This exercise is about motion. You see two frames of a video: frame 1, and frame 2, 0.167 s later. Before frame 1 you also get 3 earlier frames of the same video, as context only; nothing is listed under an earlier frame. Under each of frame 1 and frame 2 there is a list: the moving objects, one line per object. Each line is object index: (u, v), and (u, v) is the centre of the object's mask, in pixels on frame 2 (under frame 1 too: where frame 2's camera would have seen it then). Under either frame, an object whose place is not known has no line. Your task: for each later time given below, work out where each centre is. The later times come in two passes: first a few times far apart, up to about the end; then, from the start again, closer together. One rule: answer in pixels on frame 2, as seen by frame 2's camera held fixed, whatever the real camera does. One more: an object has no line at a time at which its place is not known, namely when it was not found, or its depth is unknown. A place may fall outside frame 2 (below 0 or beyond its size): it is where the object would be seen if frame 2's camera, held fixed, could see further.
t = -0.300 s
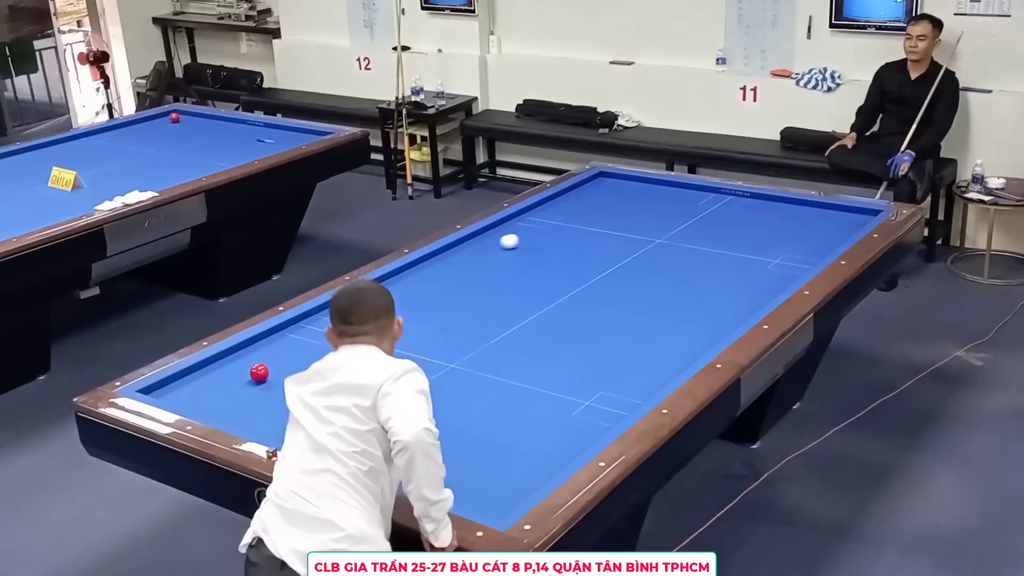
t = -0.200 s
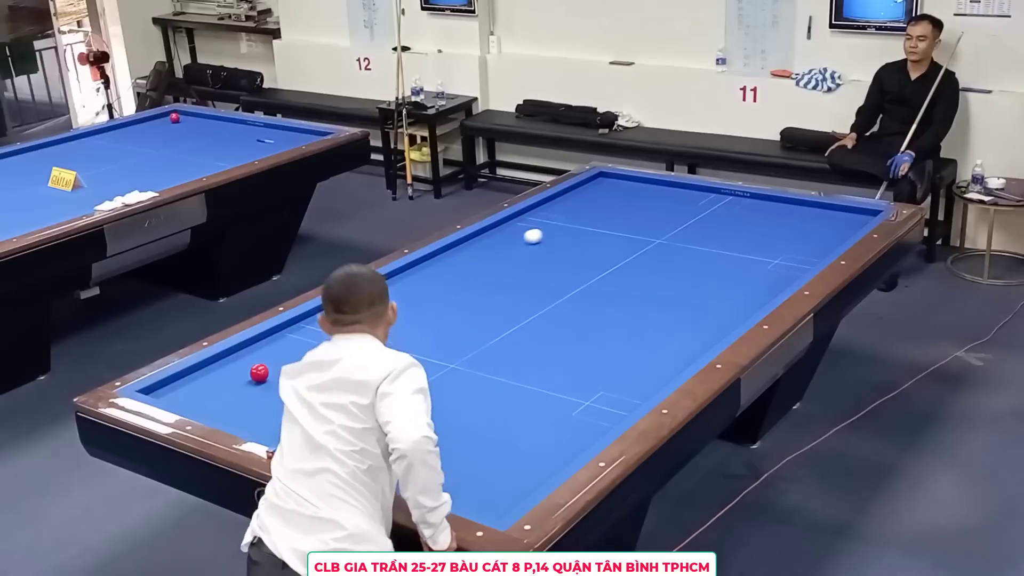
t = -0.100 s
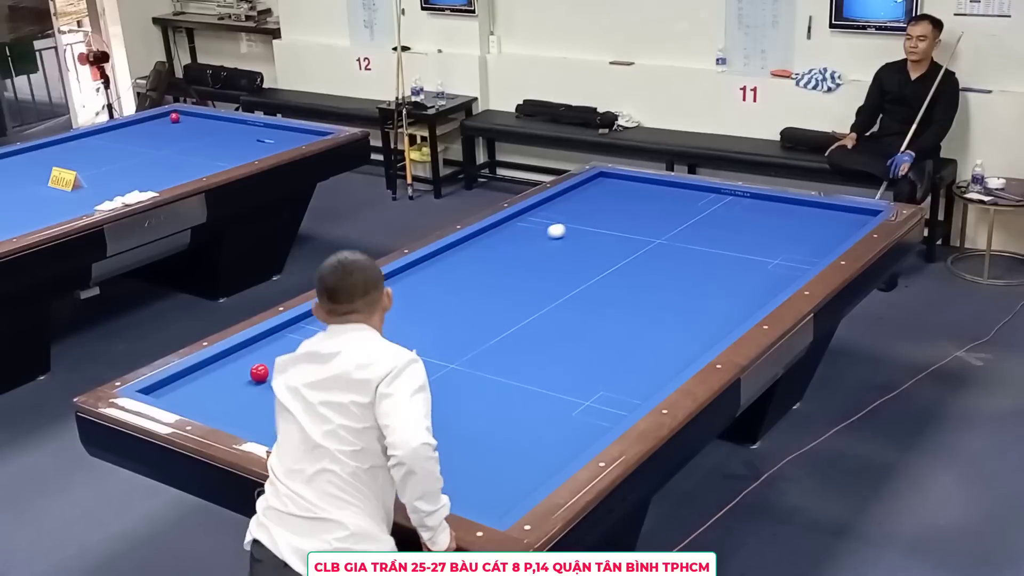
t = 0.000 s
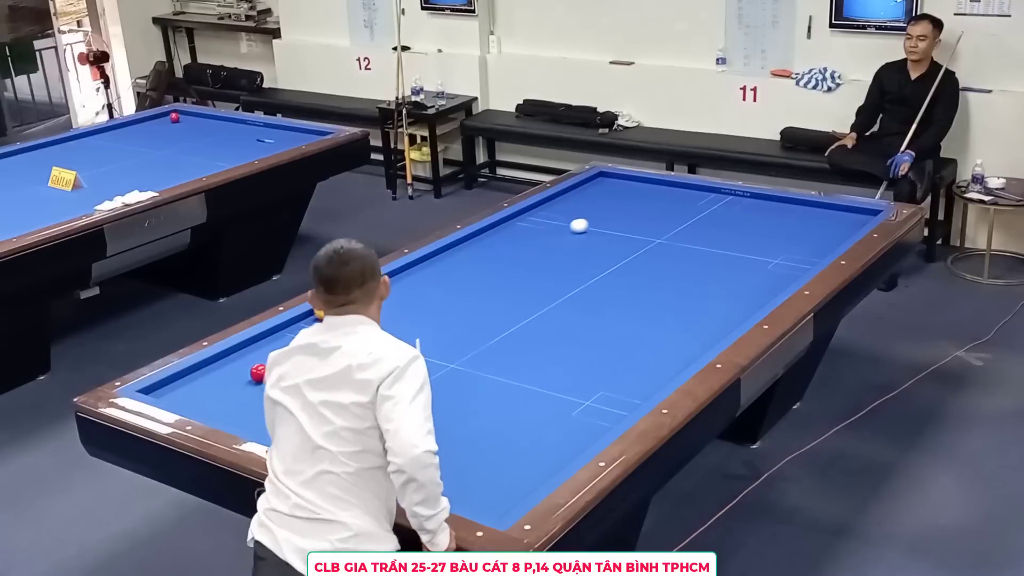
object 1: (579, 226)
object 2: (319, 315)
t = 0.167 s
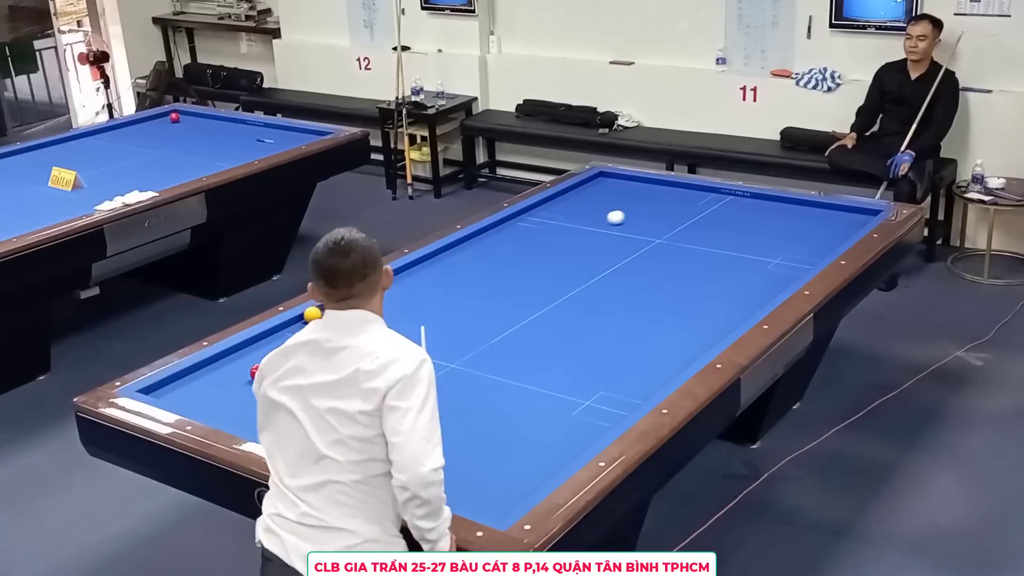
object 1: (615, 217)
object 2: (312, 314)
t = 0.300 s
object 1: (644, 211)
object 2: (308, 319)
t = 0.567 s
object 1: (698, 199)
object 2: (300, 329)
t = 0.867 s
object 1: (737, 199)
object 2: (291, 339)
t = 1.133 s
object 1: (751, 214)
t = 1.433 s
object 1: (770, 230)
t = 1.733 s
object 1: (789, 248)
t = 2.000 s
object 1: (806, 264)
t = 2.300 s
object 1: (768, 273)
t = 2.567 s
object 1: (734, 280)
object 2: (269, 369)
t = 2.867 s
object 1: (696, 287)
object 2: (270, 370)
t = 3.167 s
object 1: (657, 295)
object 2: (269, 370)
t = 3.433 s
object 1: (623, 302)
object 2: (269, 370)
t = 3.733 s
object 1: (585, 309)
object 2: (269, 370)
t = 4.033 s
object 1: (547, 317)
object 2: (269, 370)
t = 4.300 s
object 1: (514, 323)
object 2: (269, 370)
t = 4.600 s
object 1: (476, 330)
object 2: (269, 370)
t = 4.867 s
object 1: (443, 337)
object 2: (269, 370)
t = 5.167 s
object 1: (406, 344)
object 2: (269, 370)
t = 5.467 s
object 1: (369, 351)
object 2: (269, 370)
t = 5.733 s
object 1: (336, 358)
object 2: (269, 370)
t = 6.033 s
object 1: (300, 365)
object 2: (269, 370)
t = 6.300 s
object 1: (284, 368)
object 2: (255, 372)
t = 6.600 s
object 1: (278, 370)
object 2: (234, 376)
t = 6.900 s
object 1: (272, 371)
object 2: (213, 380)
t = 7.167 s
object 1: (268, 372)
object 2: (196, 383)
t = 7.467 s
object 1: (265, 373)
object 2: (177, 386)
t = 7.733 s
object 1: (264, 373)
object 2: (162, 389)
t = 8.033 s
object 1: (264, 373)
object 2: (151, 390)
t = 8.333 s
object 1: (264, 373)
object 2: (158, 390)
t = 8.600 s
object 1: (264, 373)
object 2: (164, 390)
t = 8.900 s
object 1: (264, 374)
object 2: (169, 389)
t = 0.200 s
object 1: (623, 216)
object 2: (311, 315)
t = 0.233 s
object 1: (630, 214)
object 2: (310, 317)
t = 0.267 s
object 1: (637, 213)
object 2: (309, 318)
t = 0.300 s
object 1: (644, 211)
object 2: (308, 319)
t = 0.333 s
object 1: (651, 210)
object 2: (307, 321)
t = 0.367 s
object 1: (658, 208)
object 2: (306, 322)
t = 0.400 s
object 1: (664, 207)
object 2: (305, 323)
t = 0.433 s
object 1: (671, 205)
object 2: (304, 324)
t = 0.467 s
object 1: (678, 204)
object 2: (303, 325)
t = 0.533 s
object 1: (691, 201)
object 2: (301, 328)
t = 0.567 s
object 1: (698, 199)
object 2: (300, 329)
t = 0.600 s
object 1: (705, 197)
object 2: (299, 329)
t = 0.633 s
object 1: (711, 196)
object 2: (298, 331)
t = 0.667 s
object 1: (718, 195)
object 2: (297, 332)
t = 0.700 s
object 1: (724, 193)
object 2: (296, 333)
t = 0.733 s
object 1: (730, 192)
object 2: (295, 334)
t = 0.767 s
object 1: (732, 193)
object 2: (294, 335)
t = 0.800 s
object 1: (733, 196)
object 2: (293, 336)
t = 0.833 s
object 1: (735, 198)
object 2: (292, 338)
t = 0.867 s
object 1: (737, 199)
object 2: (291, 339)
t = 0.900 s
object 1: (738, 201)
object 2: (290, 340)
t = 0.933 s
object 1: (740, 203)
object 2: (289, 341)
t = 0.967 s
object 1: (742, 205)
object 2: (288, 342)
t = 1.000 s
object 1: (744, 207)
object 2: (287, 342)
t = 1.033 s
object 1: (746, 208)
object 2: (284, 344)
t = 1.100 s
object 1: (749, 212)
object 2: (278, 345)
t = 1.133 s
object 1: (751, 214)
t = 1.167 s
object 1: (753, 215)
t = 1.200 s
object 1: (755, 217)
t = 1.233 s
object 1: (757, 219)
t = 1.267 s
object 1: (759, 221)
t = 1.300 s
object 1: (761, 223)
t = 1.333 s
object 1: (763, 225)
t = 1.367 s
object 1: (765, 227)
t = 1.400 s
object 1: (767, 229)
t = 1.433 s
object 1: (770, 230)
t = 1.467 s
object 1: (772, 232)
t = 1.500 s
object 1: (774, 234)
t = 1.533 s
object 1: (776, 236)
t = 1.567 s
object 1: (778, 238)
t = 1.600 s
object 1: (780, 240)
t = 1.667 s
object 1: (785, 244)
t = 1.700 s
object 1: (787, 246)
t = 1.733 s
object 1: (789, 248)
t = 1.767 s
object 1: (791, 251)
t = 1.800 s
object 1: (793, 253)
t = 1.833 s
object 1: (796, 255)
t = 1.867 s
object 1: (798, 257)
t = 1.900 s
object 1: (800, 259)
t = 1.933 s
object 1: (803, 261)
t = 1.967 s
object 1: (805, 263)
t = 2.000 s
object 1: (806, 264)
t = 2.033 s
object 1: (803, 266)
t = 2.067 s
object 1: (799, 267)
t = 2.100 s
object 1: (794, 268)
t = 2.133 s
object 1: (790, 269)
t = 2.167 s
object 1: (786, 270)
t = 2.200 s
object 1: (781, 271)
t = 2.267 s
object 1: (773, 272)
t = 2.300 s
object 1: (768, 273)
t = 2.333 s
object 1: (764, 274)
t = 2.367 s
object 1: (760, 275)
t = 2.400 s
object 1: (756, 276)
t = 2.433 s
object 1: (751, 277)
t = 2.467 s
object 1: (747, 278)
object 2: (273, 366)
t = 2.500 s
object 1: (743, 279)
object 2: (271, 368)
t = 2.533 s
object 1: (738, 279)
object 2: (269, 369)
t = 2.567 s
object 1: (734, 280)
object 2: (269, 369)
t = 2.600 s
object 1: (730, 281)
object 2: (269, 369)
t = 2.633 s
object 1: (725, 282)
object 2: (269, 369)
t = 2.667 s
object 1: (721, 283)
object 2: (269, 369)
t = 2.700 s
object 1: (717, 283)
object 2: (270, 369)
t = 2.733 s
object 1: (713, 284)
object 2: (270, 369)
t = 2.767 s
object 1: (708, 285)
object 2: (270, 370)
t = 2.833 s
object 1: (700, 287)
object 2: (270, 370)
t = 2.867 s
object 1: (696, 287)
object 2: (270, 370)
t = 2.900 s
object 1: (691, 288)
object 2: (270, 370)
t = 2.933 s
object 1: (687, 289)
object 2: (270, 370)
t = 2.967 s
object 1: (683, 290)
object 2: (269, 370)
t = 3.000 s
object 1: (678, 291)
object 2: (269, 370)
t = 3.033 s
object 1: (674, 292)
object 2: (269, 370)
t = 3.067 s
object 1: (670, 293)
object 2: (269, 370)
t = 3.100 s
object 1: (666, 294)
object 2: (269, 370)
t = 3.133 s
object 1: (661, 294)
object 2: (269, 370)
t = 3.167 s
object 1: (657, 295)
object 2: (269, 370)
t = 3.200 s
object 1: (653, 296)
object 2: (269, 370)
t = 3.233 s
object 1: (649, 297)
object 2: (269, 370)
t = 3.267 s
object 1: (644, 298)
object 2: (269, 370)
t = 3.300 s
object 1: (640, 298)
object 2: (269, 370)
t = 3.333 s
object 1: (636, 299)
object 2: (269, 370)
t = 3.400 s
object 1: (627, 301)
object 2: (269, 370)
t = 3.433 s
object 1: (623, 302)
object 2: (269, 370)
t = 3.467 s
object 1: (619, 303)
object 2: (269, 370)
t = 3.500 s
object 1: (615, 303)
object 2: (269, 370)
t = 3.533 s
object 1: (611, 304)
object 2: (269, 370)
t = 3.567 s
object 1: (606, 305)
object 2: (269, 370)
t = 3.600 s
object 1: (602, 306)
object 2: (269, 370)
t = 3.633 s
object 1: (598, 307)
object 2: (269, 369)
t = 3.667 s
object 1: (594, 308)
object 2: (269, 370)
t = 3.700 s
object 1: (589, 308)
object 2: (269, 370)
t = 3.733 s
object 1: (585, 309)
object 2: (269, 370)
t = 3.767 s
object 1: (581, 310)
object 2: (269, 370)
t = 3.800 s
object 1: (577, 311)
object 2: (269, 370)
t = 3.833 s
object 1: (573, 312)
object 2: (269, 370)
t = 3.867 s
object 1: (569, 313)
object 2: (269, 370)
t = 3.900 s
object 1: (564, 313)
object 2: (269, 370)
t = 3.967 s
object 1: (556, 315)
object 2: (269, 370)
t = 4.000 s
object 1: (552, 316)
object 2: (269, 370)
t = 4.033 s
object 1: (547, 317)
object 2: (269, 370)
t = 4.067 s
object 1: (543, 317)
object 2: (269, 370)
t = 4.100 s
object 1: (539, 318)
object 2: (269, 370)
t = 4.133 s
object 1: (535, 319)
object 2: (269, 370)
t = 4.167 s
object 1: (530, 320)
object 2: (269, 370)
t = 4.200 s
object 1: (527, 321)
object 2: (269, 370)
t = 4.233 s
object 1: (522, 322)
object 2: (269, 370)
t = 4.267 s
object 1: (518, 322)
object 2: (269, 370)
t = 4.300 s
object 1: (514, 323)
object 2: (269, 370)
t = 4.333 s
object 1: (510, 324)
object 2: (269, 370)
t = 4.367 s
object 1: (506, 325)
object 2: (269, 370)
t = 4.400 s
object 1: (501, 326)
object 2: (269, 370)
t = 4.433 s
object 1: (497, 327)
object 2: (269, 370)
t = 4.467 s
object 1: (493, 327)
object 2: (269, 370)
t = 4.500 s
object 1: (489, 328)
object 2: (269, 370)
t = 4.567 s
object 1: (480, 330)
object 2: (269, 370)
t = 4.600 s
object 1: (476, 330)
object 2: (269, 370)
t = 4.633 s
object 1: (472, 331)
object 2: (269, 370)
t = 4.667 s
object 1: (468, 332)
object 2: (269, 370)
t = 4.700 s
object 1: (464, 333)
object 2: (269, 370)
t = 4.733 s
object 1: (459, 334)
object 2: (269, 370)
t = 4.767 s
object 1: (455, 334)
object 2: (269, 370)
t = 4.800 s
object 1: (451, 335)
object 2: (269, 370)
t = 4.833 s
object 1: (447, 336)
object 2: (269, 370)
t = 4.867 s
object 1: (443, 337)
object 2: (269, 370)
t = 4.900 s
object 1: (439, 337)
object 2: (269, 370)
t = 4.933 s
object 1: (435, 338)
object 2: (269, 370)
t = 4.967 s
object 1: (431, 339)
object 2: (269, 370)
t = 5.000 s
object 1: (426, 340)
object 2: (269, 370)
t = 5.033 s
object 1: (423, 341)
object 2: (269, 370)
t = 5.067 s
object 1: (418, 342)
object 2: (269, 370)
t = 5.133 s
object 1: (410, 343)
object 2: (269, 370)
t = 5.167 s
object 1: (406, 344)
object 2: (269, 370)
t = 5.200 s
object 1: (402, 345)
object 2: (269, 370)
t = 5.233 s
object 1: (398, 345)
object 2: (269, 370)
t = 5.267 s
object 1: (393, 346)
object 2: (269, 370)
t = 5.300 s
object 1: (389, 347)
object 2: (269, 370)
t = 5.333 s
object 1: (385, 348)
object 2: (269, 370)
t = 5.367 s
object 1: (381, 349)
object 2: (269, 370)
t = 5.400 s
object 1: (377, 350)
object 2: (269, 370)
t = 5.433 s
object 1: (373, 350)
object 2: (269, 370)
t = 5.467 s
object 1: (369, 351)
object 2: (269, 370)
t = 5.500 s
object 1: (365, 352)
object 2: (269, 370)
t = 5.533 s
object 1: (361, 353)
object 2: (269, 370)
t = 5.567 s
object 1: (357, 353)
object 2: (269, 370)
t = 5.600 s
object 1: (352, 354)
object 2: (269, 370)
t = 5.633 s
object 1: (348, 355)
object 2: (269, 370)
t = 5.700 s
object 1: (340, 357)
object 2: (269, 370)
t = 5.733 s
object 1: (336, 358)
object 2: (269, 370)
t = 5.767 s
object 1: (332, 358)
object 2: (269, 370)
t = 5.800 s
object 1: (328, 359)
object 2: (269, 370)
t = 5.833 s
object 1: (324, 360)
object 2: (269, 370)
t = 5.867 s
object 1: (320, 361)
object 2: (269, 370)
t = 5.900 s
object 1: (316, 361)
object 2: (269, 370)
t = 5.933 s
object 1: (312, 362)
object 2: (269, 370)
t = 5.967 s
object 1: (308, 363)
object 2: (269, 370)
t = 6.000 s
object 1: (304, 364)
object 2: (269, 370)
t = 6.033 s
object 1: (300, 365)
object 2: (269, 370)
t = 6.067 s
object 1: (296, 365)
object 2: (269, 370)
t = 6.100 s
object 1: (292, 366)
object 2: (269, 370)
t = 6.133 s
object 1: (288, 367)
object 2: (269, 370)
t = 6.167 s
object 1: (287, 367)
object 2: (266, 370)
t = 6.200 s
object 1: (287, 367)
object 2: (263, 371)
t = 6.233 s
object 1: (286, 367)
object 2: (260, 371)
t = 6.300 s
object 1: (284, 368)
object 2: (255, 372)
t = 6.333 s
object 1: (283, 368)
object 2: (252, 373)
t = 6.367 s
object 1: (283, 368)
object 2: (250, 373)
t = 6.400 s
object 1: (282, 369)
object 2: (248, 374)
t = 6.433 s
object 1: (281, 369)
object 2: (245, 374)
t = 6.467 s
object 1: (280, 369)
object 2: (243, 374)
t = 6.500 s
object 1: (280, 369)
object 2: (240, 375)
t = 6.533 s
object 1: (279, 369)
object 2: (238, 375)
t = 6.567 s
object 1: (278, 369)
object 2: (236, 376)
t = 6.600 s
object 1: (278, 370)
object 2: (234, 376)
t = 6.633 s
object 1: (277, 369)
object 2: (231, 376)
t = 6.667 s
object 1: (276, 370)
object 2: (229, 377)
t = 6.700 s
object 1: (276, 370)
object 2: (227, 377)
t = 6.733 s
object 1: (275, 370)
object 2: (224, 378)
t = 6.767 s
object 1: (274, 370)
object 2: (222, 378)
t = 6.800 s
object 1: (274, 370)
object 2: (220, 379)
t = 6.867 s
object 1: (273, 371)
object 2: (215, 379)
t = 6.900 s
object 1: (272, 371)
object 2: (213, 380)
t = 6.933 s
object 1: (271, 371)
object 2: (211, 380)
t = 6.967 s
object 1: (271, 371)
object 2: (209, 381)
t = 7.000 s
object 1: (270, 371)
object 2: (206, 381)
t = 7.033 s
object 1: (270, 371)
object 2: (204, 381)
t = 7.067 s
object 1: (270, 371)
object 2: (202, 382)
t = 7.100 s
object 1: (269, 372)
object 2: (200, 382)
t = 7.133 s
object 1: (269, 372)
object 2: (198, 383)
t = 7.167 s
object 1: (268, 372)
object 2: (196, 383)
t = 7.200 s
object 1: (268, 372)
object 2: (194, 383)
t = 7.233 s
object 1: (268, 372)
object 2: (191, 384)
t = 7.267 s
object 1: (267, 372)
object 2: (189, 384)
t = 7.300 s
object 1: (267, 372)
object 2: (187, 384)
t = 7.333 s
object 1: (267, 372)
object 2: (185, 385)
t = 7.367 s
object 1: (266, 372)
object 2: (183, 385)
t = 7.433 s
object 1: (266, 373)
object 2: (179, 386)
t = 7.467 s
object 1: (265, 373)
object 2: (177, 386)
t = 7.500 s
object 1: (265, 373)
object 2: (175, 386)
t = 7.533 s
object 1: (265, 373)
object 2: (173, 387)
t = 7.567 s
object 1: (265, 373)
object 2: (171, 387)
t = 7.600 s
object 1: (264, 373)
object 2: (169, 387)
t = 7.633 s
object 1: (264, 373)
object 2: (167, 388)
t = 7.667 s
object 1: (264, 373)
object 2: (165, 388)
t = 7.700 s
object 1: (264, 373)
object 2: (164, 388)
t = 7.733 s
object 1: (264, 373)
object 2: (162, 389)
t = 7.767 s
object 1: (264, 373)
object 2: (160, 389)
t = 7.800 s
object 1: (264, 373)
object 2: (158, 389)
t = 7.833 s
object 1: (264, 373)
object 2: (157, 389)
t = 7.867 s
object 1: (264, 373)
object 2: (155, 389)
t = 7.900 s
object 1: (264, 373)
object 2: (153, 389)
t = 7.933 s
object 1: (264, 373)
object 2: (152, 389)
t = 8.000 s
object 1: (264, 373)
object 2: (151, 390)
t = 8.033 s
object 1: (264, 373)
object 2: (151, 390)
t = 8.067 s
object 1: (264, 373)
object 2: (152, 390)
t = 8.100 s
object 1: (264, 373)
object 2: (153, 390)
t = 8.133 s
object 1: (264, 373)
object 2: (154, 390)
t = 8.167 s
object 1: (264, 374)
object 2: (154, 390)
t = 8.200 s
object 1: (264, 373)
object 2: (155, 390)
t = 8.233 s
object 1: (264, 374)
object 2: (156, 390)
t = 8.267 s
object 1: (264, 373)
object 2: (157, 390)
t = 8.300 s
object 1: (264, 373)
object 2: (157, 390)
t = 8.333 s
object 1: (264, 373)
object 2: (158, 390)
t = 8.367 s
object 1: (264, 373)
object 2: (159, 390)
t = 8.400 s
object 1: (264, 374)
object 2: (160, 390)
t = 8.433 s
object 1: (264, 373)
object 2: (160, 390)
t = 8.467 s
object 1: (264, 374)
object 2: (161, 390)
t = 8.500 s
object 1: (264, 373)
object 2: (162, 390)
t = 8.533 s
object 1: (264, 374)
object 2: (162, 390)
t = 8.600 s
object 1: (264, 373)
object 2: (164, 390)
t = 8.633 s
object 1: (264, 374)
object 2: (164, 390)
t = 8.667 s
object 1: (264, 374)
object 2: (165, 390)
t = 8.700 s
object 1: (264, 374)
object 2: (165, 390)
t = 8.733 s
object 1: (264, 374)
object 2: (166, 390)
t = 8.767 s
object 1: (264, 373)
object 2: (166, 390)
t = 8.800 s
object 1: (264, 374)
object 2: (167, 390)
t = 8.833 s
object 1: (264, 373)
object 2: (168, 390)
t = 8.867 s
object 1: (264, 373)
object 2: (168, 389)
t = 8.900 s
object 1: (264, 374)
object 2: (169, 389)
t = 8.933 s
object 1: (264, 374)
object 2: (169, 389)
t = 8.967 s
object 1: (264, 374)
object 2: (170, 389)
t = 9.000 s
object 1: (264, 373)
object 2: (170, 389)
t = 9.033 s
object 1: (264, 374)
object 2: (171, 389)
